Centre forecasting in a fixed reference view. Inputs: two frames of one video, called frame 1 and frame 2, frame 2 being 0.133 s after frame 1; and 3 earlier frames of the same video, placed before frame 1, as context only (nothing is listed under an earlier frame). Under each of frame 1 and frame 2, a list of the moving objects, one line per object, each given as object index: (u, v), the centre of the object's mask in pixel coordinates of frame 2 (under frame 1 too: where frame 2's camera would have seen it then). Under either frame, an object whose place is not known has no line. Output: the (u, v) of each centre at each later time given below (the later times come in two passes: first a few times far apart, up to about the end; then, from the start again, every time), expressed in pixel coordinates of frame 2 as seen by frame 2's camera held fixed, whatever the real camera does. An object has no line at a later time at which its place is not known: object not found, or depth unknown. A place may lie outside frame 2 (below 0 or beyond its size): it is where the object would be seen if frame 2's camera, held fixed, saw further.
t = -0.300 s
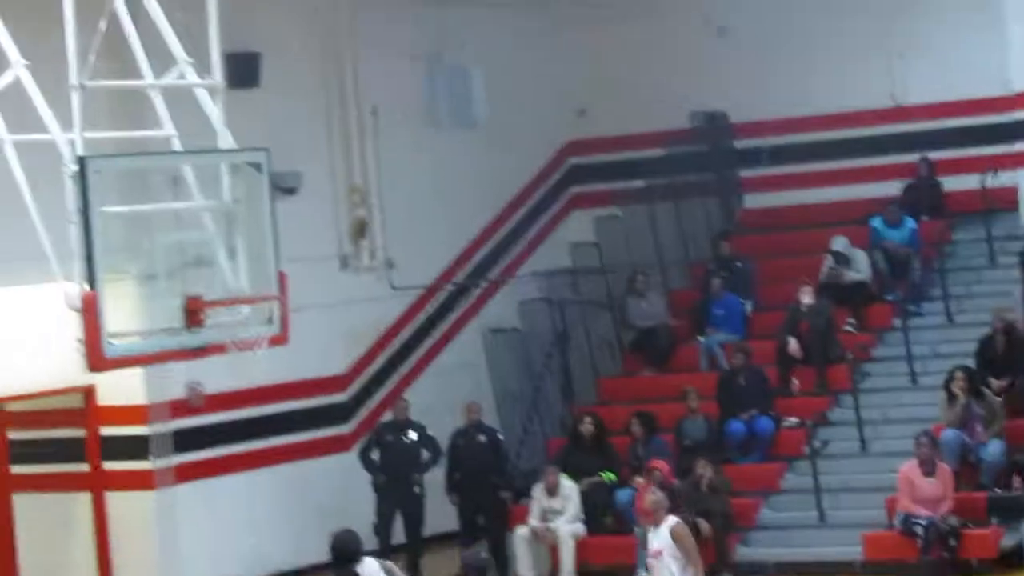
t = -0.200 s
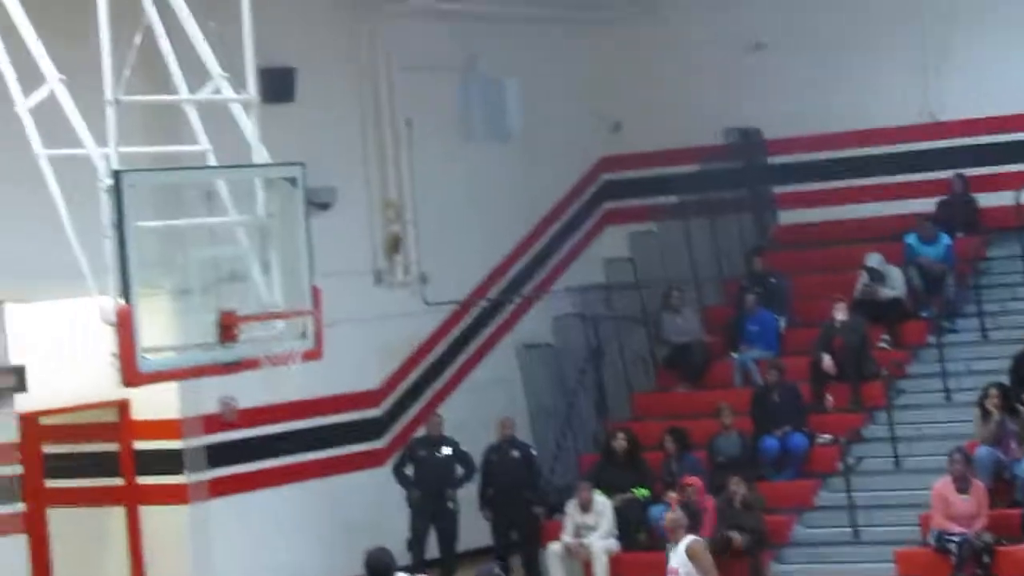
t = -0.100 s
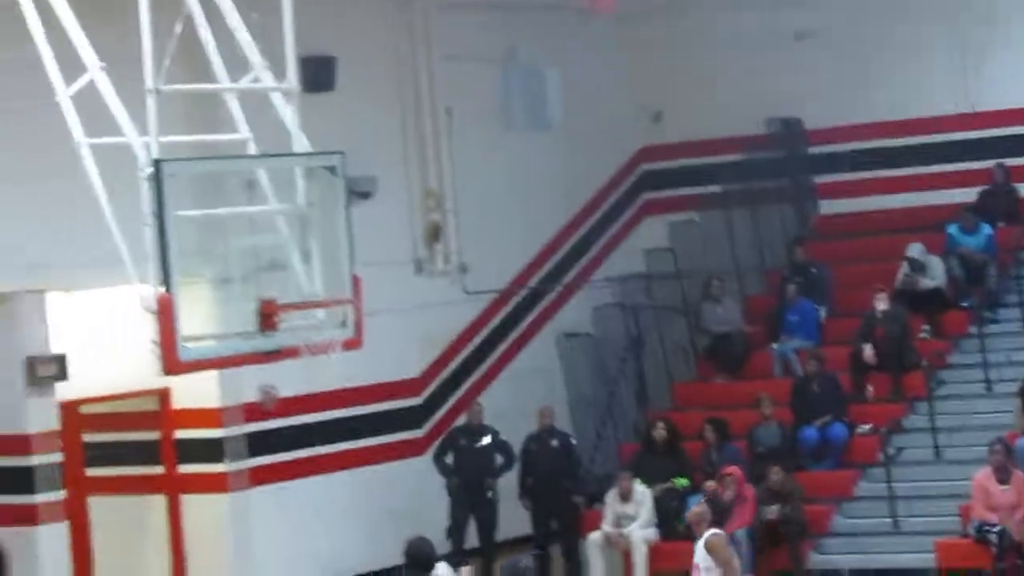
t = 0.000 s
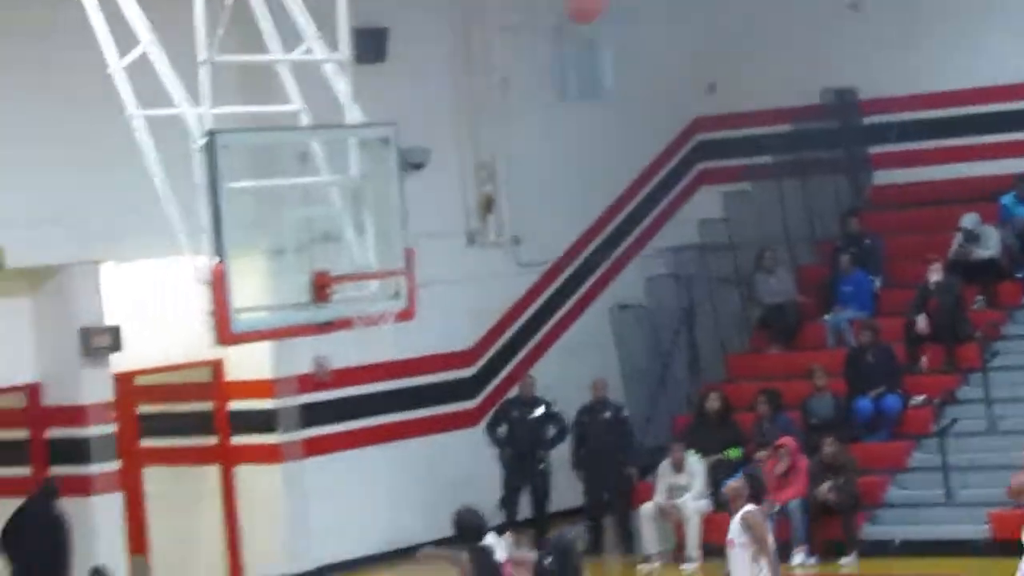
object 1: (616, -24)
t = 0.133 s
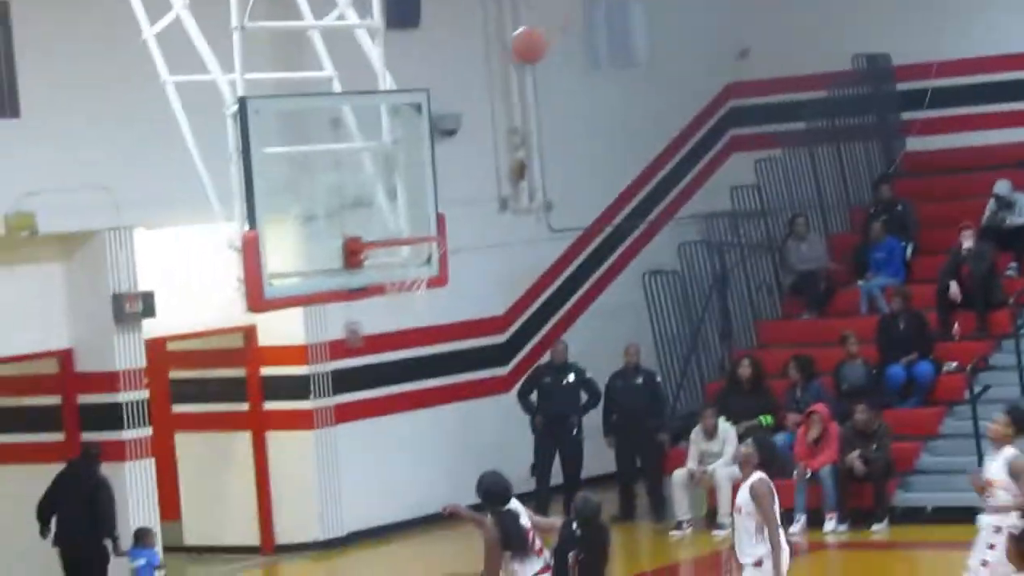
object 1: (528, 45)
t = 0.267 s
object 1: (444, 145)
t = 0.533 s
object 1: (306, 284)
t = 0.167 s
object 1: (506, 68)
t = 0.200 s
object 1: (484, 93)
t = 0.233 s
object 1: (465, 121)
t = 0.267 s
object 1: (444, 145)
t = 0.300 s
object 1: (422, 178)
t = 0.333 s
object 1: (402, 209)
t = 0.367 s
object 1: (383, 234)
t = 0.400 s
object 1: (367, 241)
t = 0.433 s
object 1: (353, 249)
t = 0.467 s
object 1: (339, 258)
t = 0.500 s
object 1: (321, 271)
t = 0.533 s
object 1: (306, 284)
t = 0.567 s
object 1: (291, 302)
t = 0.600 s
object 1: (275, 320)
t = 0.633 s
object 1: (259, 339)
